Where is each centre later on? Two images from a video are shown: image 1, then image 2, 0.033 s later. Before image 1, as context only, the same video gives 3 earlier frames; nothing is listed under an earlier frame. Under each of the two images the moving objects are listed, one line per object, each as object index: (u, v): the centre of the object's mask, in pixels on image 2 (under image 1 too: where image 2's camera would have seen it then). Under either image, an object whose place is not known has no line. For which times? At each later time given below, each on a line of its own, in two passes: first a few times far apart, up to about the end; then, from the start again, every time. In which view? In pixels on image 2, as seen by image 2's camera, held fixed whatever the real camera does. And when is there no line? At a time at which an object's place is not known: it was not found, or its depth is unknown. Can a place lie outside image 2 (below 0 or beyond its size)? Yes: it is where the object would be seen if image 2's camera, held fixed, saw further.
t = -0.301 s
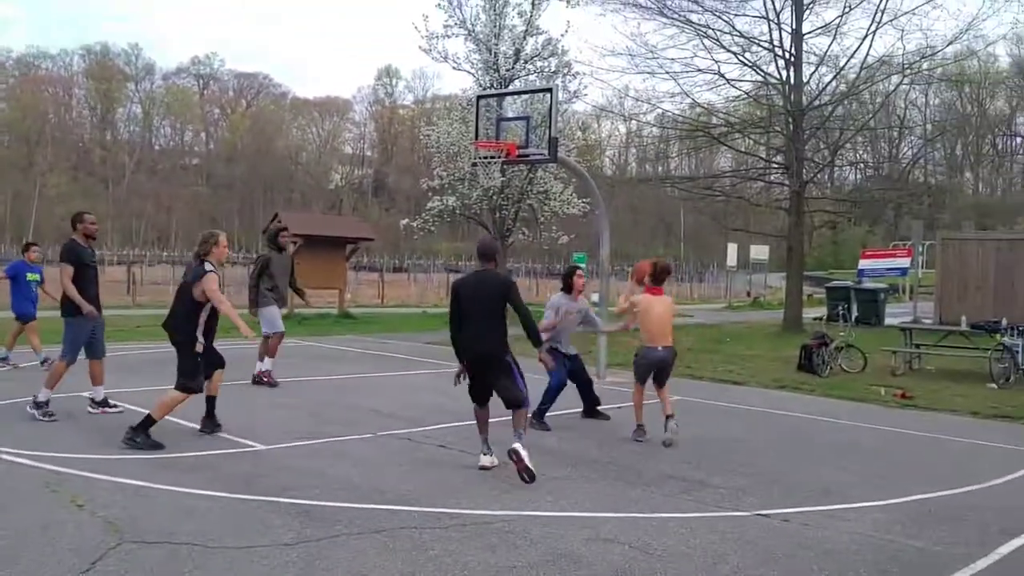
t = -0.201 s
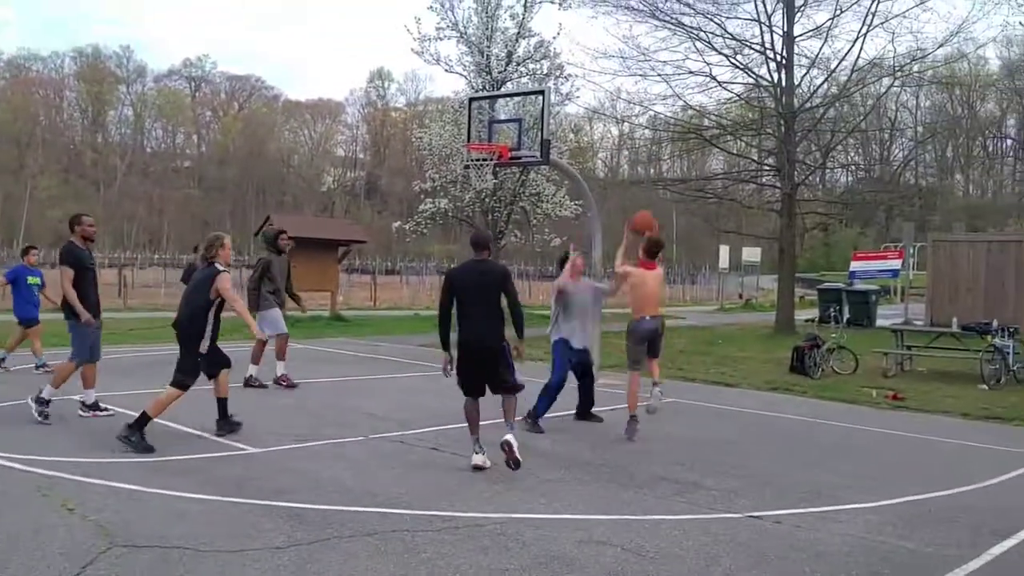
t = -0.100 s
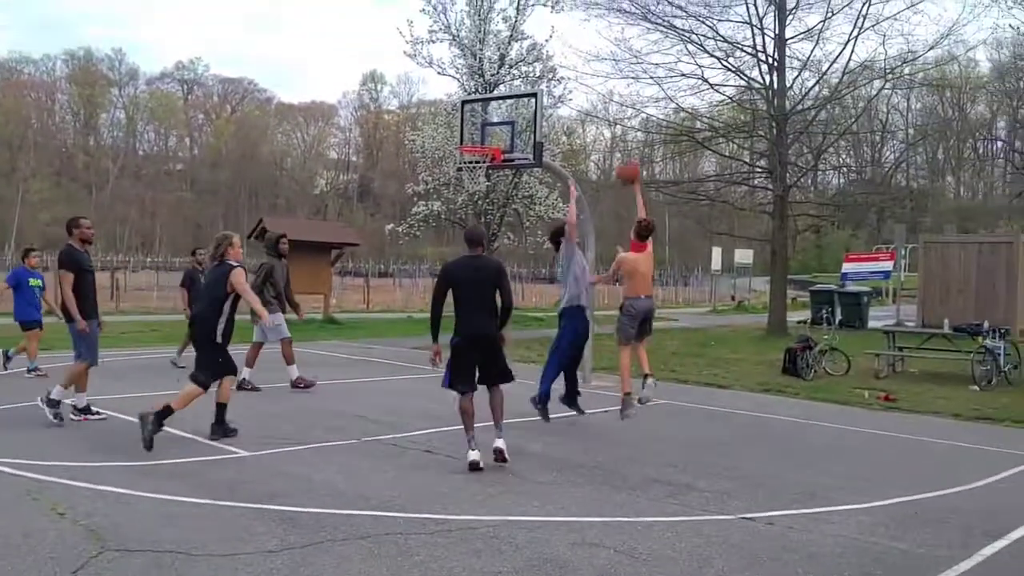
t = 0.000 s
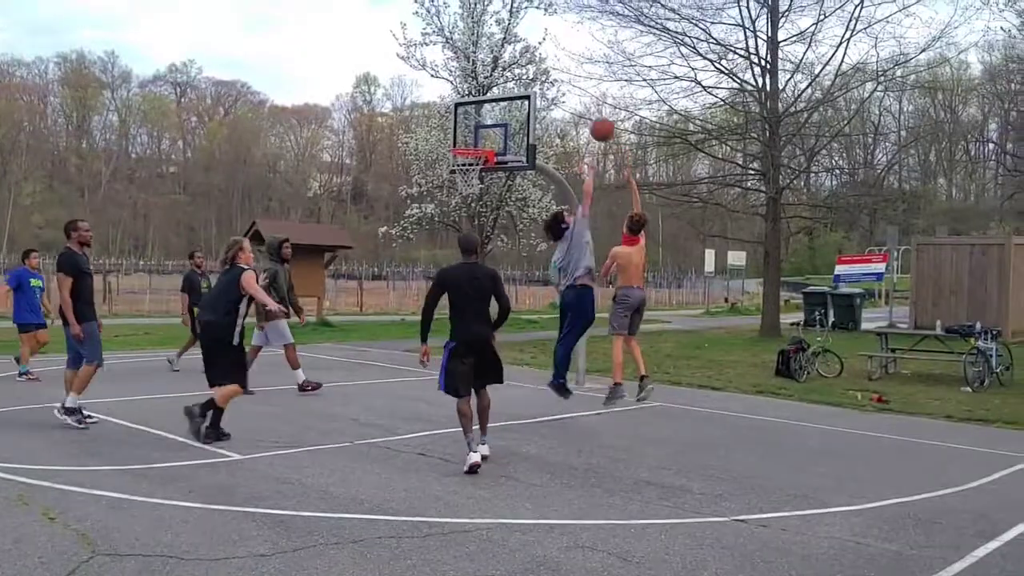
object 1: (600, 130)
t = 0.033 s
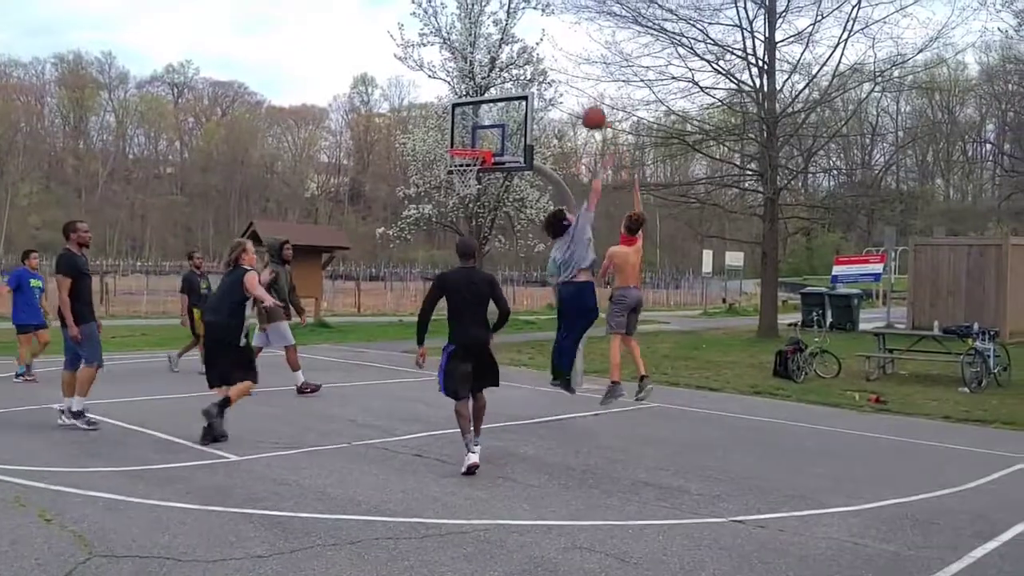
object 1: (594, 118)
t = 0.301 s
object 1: (545, 65)
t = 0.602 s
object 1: (496, 86)
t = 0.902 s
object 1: (456, 132)
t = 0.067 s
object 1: (587, 107)
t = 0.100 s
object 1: (581, 98)
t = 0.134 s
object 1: (574, 89)
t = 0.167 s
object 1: (568, 82)
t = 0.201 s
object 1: (562, 76)
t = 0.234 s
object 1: (557, 71)
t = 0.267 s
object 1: (551, 67)
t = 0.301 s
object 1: (545, 65)
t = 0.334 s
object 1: (540, 63)
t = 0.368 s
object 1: (534, 63)
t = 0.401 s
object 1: (528, 63)
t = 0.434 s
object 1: (523, 64)
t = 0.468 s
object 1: (518, 67)
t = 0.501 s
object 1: (512, 71)
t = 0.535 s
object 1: (507, 74)
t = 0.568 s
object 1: (501, 79)
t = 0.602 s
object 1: (496, 86)
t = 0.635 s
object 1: (491, 90)
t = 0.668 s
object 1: (485, 100)
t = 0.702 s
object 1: (481, 108)
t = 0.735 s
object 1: (477, 117)
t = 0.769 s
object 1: (470, 126)
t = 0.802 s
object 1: (465, 137)
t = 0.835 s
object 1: (462, 141)
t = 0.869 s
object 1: (459, 137)
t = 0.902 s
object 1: (456, 132)
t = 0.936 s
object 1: (453, 128)
